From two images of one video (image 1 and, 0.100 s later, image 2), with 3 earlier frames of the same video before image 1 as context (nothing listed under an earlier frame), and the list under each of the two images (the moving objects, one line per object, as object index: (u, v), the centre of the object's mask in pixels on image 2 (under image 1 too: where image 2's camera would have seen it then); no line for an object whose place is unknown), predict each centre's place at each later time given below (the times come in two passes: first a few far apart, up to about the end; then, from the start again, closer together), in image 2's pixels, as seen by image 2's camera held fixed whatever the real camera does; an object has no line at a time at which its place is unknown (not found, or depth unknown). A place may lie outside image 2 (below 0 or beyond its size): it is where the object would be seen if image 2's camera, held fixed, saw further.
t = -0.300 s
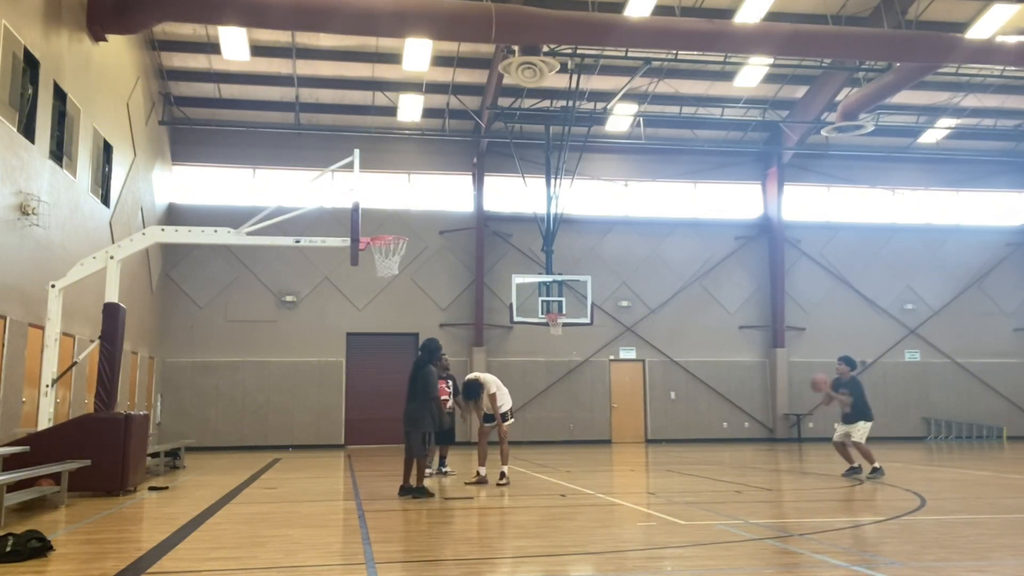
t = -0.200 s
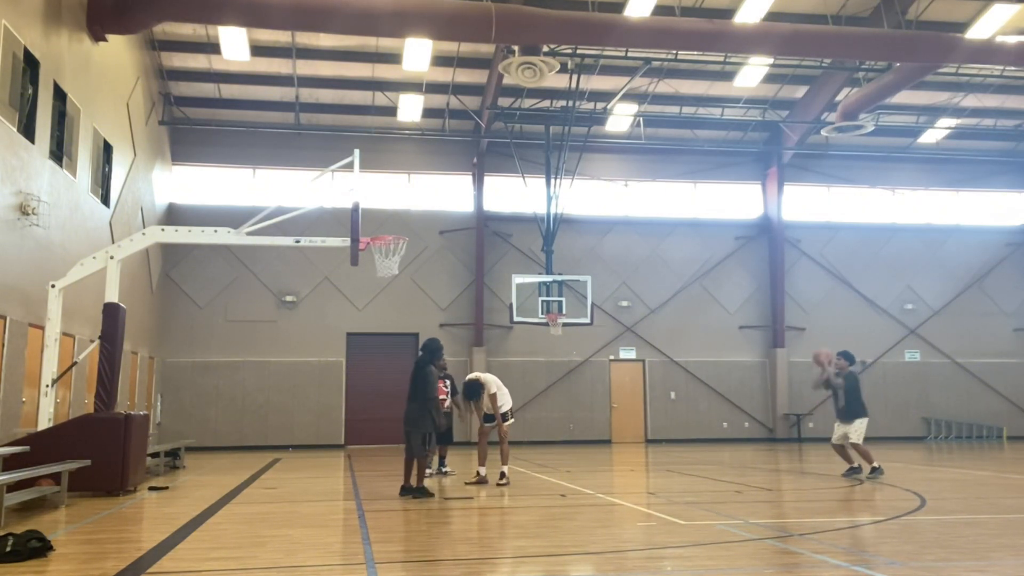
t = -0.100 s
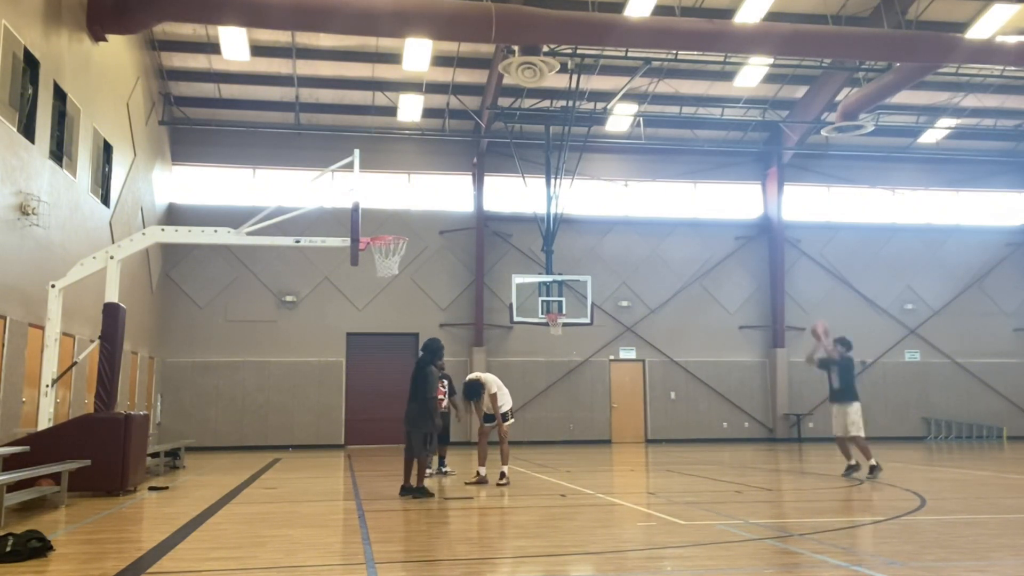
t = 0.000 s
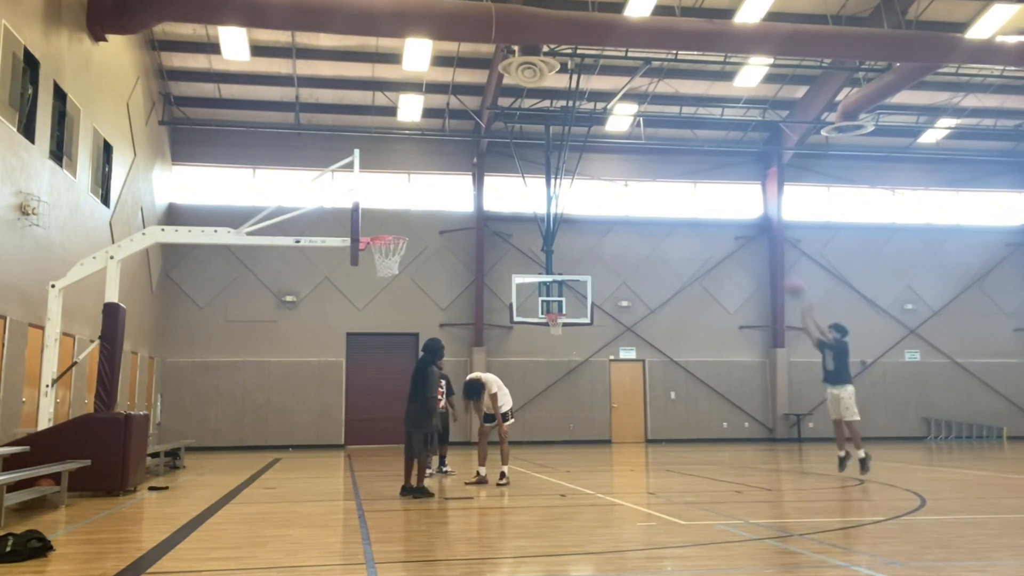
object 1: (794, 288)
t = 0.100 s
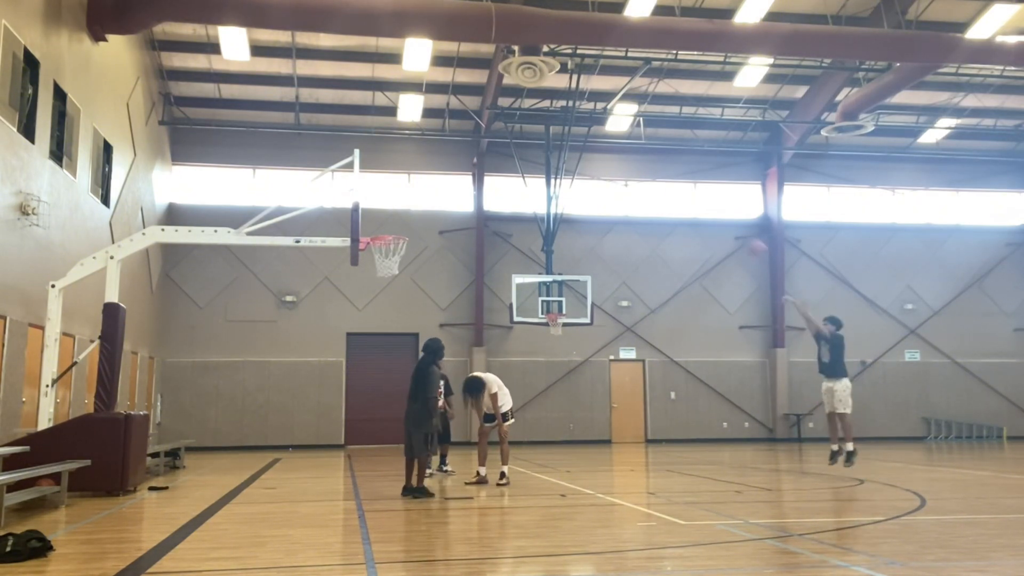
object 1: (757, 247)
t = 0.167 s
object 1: (732, 228)
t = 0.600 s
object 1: (570, 158)
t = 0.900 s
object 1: (460, 187)
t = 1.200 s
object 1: (369, 260)
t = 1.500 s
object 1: (389, 307)
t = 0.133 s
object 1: (744, 237)
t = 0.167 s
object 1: (732, 228)
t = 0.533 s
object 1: (594, 160)
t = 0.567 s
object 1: (583, 159)
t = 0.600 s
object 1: (570, 158)
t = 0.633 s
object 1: (558, 158)
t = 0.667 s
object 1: (547, 158)
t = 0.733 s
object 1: (522, 162)
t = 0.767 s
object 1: (510, 166)
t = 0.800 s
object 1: (498, 170)
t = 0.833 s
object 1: (485, 175)
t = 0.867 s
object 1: (475, 180)
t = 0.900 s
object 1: (460, 187)
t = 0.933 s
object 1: (448, 196)
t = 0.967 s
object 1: (436, 205)
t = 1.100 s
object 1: (385, 246)
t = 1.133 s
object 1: (374, 255)
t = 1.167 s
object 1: (368, 259)
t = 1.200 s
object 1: (369, 260)
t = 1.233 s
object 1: (371, 261)
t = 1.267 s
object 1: (373, 263)
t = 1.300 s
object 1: (376, 267)
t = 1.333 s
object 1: (378, 272)
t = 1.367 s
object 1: (380, 277)
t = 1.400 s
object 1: (383, 282)
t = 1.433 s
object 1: (385, 290)
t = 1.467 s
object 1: (387, 299)
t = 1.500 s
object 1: (389, 307)
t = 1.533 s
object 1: (391, 317)
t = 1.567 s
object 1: (393, 328)
